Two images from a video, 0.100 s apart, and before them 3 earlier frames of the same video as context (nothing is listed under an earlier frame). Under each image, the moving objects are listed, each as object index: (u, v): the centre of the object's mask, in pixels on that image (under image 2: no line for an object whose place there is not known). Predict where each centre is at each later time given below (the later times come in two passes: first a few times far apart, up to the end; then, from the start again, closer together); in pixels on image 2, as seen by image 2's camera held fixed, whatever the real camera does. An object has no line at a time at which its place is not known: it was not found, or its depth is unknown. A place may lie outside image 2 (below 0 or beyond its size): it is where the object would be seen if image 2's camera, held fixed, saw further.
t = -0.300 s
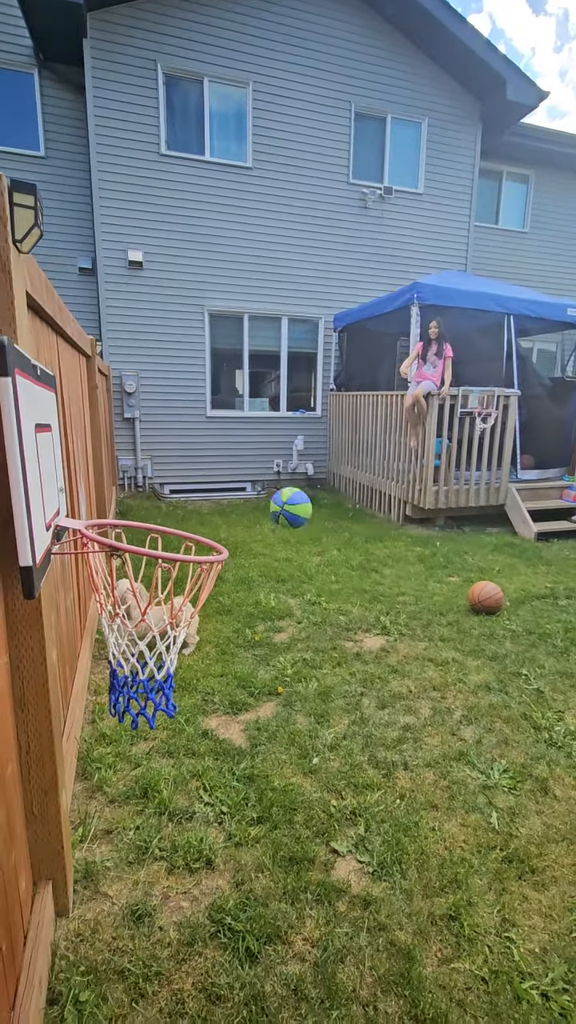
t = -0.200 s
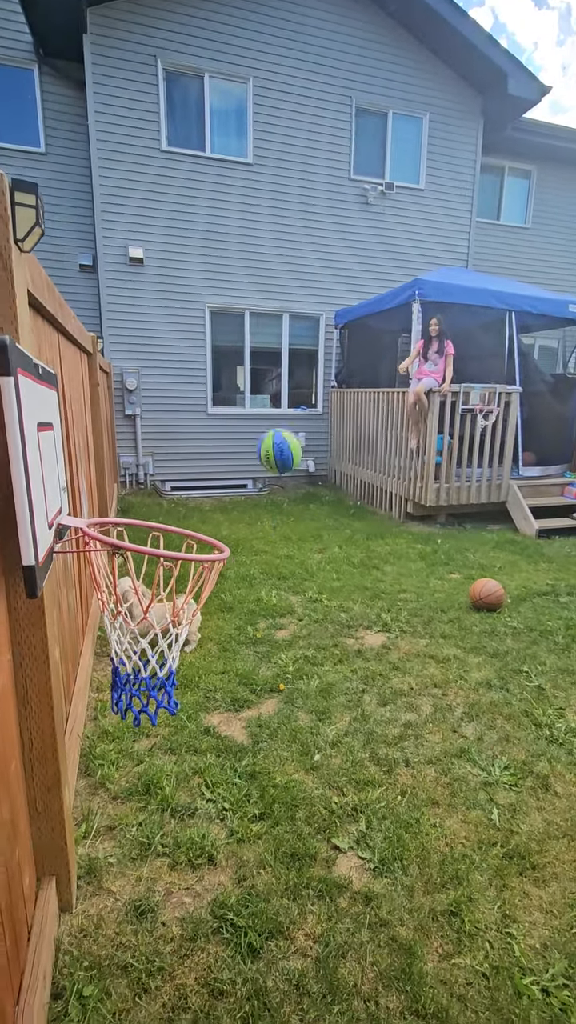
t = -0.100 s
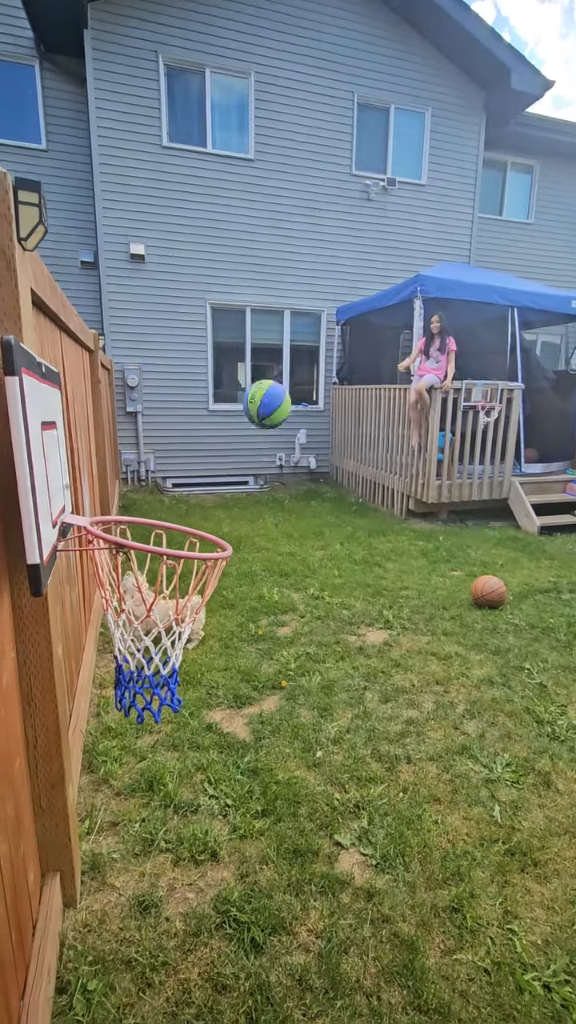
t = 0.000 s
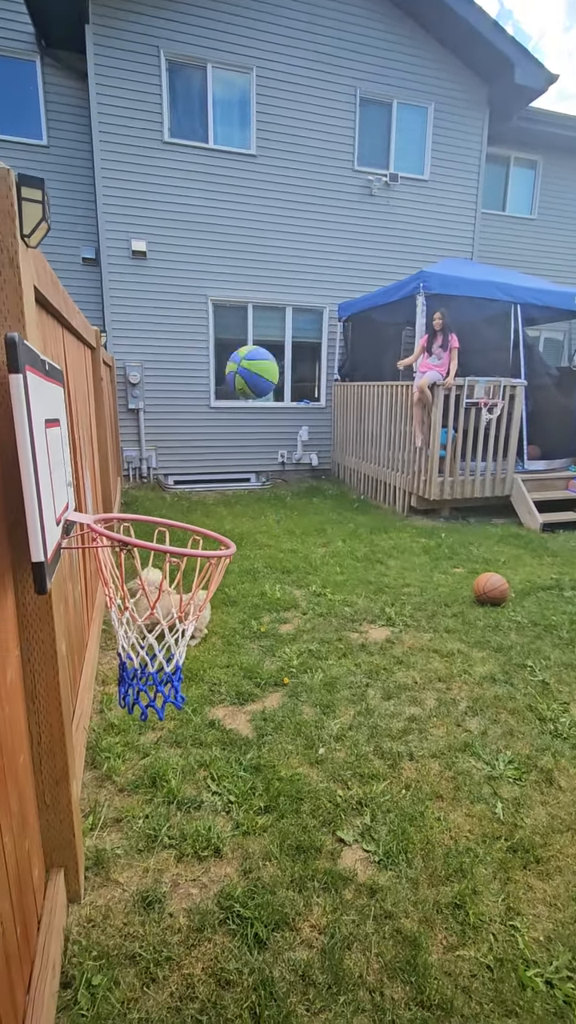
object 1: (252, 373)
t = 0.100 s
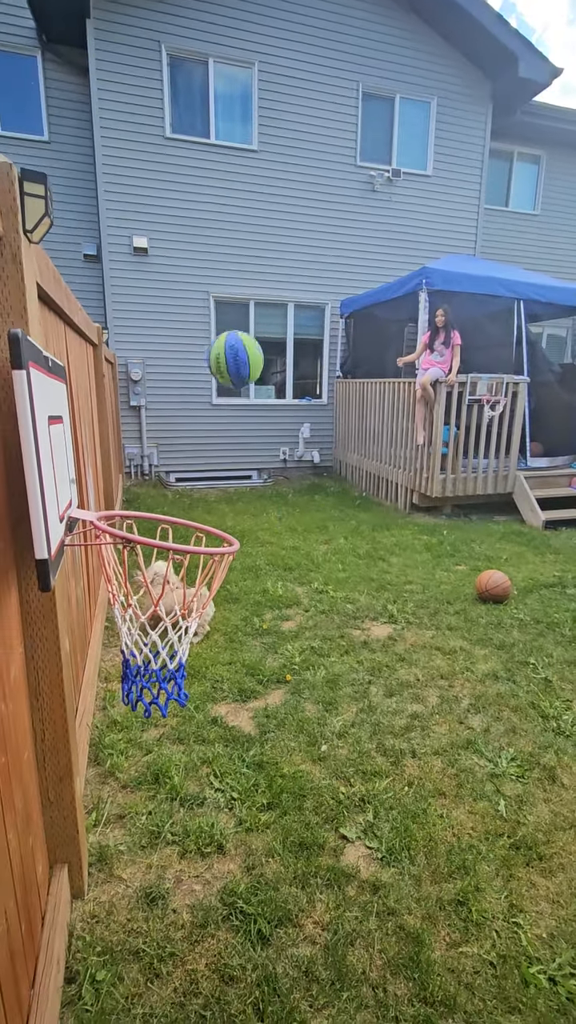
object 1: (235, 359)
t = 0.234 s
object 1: (207, 383)
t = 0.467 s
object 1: (151, 553)
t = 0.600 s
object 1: (114, 733)
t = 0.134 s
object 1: (229, 362)
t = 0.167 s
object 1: (222, 366)
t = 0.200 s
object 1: (215, 372)
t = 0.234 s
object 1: (207, 383)
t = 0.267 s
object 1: (199, 396)
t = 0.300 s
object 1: (190, 414)
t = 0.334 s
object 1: (183, 434)
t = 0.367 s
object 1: (174, 457)
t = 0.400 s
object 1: (165, 485)
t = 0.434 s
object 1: (157, 508)
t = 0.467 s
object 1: (151, 553)
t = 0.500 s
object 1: (148, 585)
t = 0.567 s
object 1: (109, 687)
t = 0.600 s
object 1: (114, 733)
